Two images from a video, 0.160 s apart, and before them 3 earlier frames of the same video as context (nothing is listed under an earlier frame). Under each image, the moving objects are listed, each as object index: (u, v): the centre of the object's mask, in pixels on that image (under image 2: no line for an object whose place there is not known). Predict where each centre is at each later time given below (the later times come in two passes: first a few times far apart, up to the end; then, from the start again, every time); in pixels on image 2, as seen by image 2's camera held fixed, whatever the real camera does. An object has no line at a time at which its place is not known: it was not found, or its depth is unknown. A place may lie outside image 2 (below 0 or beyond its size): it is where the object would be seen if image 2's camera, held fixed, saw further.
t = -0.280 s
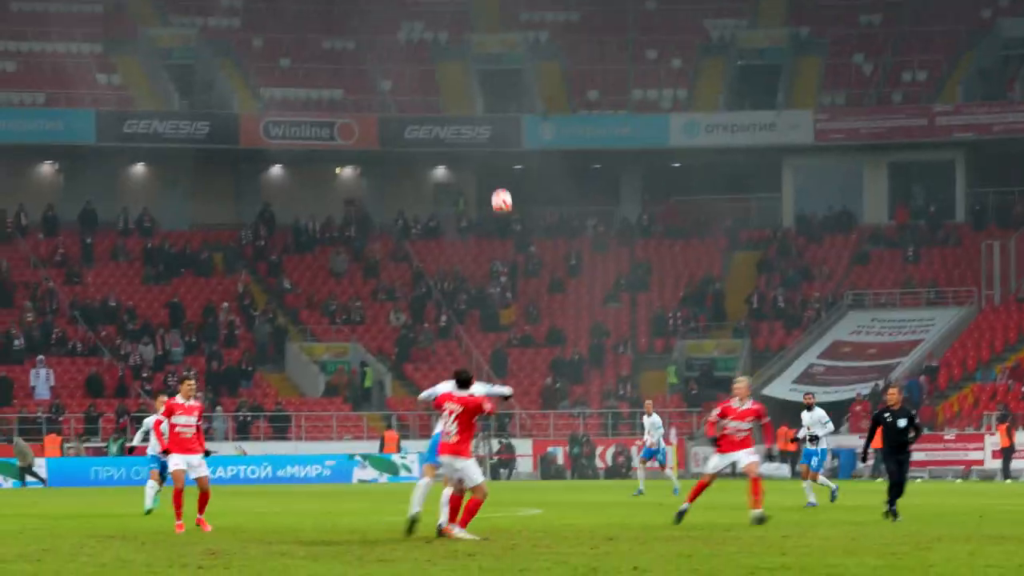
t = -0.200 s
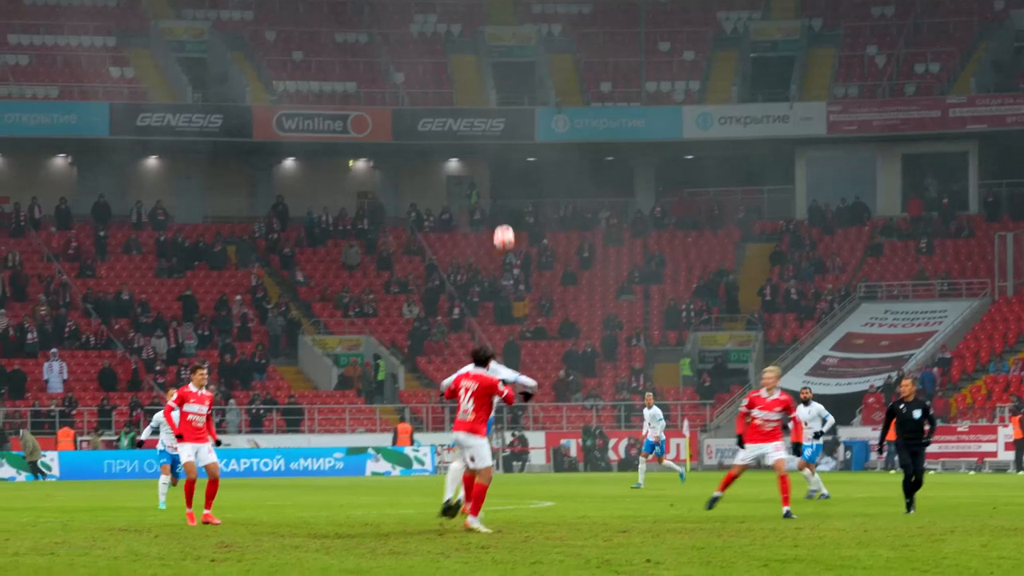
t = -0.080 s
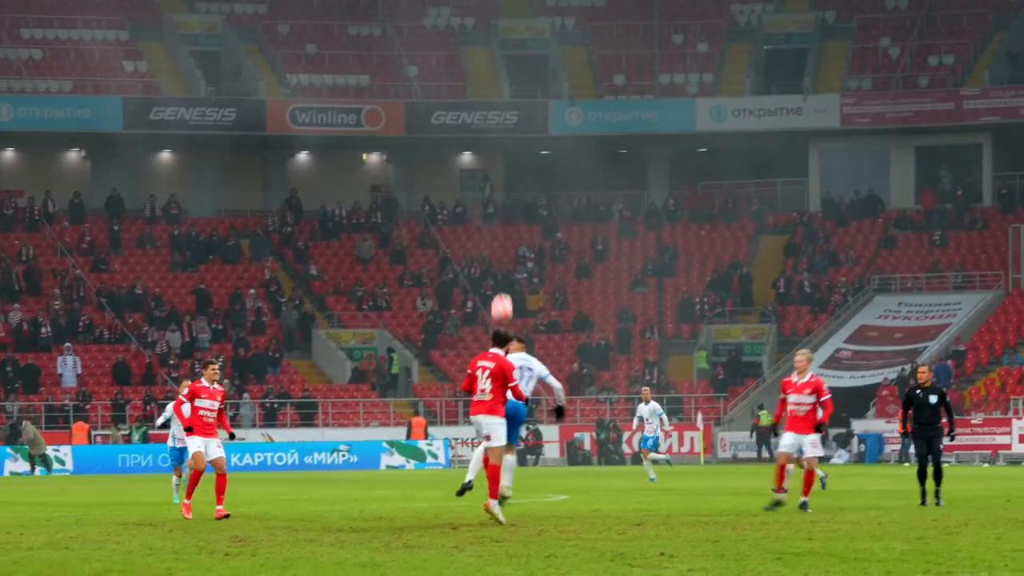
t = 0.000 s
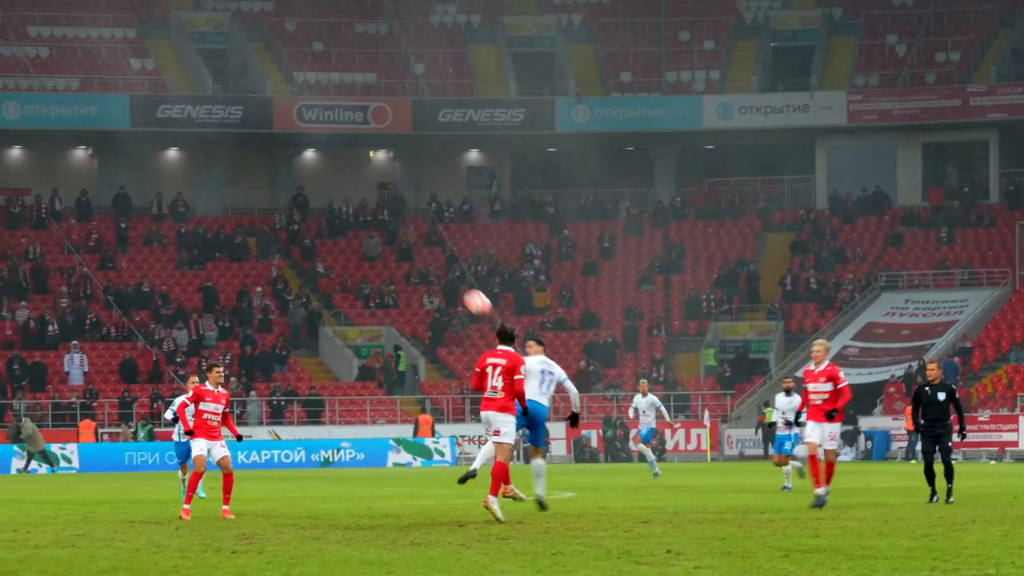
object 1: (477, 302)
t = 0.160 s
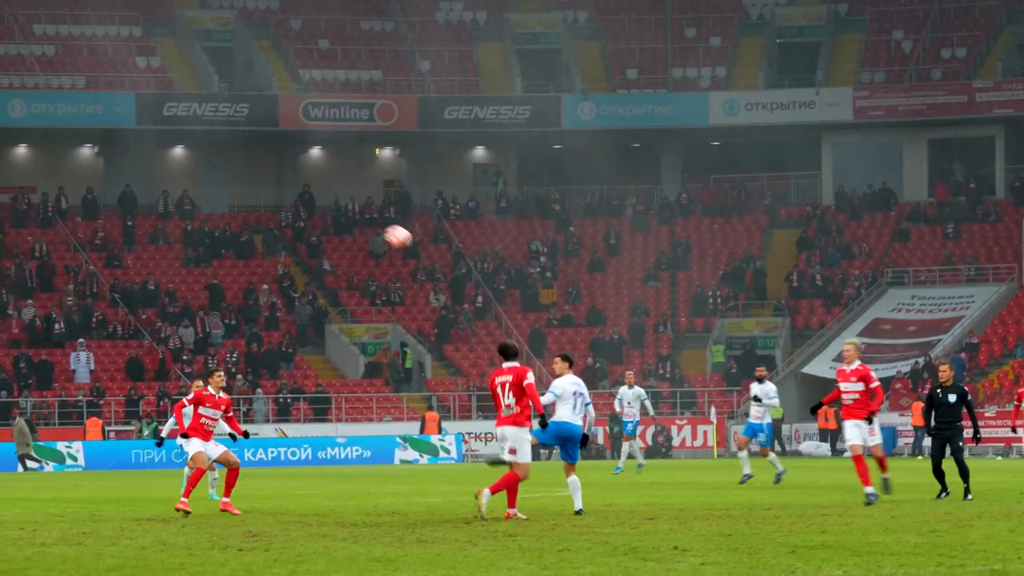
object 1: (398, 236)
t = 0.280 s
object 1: (336, 208)
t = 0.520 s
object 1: (221, 191)
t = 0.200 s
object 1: (376, 225)
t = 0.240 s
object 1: (356, 216)
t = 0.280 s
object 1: (336, 208)
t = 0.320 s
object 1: (316, 202)
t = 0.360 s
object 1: (295, 197)
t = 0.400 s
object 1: (276, 193)
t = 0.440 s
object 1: (257, 192)
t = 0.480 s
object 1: (239, 191)
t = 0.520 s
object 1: (221, 191)
